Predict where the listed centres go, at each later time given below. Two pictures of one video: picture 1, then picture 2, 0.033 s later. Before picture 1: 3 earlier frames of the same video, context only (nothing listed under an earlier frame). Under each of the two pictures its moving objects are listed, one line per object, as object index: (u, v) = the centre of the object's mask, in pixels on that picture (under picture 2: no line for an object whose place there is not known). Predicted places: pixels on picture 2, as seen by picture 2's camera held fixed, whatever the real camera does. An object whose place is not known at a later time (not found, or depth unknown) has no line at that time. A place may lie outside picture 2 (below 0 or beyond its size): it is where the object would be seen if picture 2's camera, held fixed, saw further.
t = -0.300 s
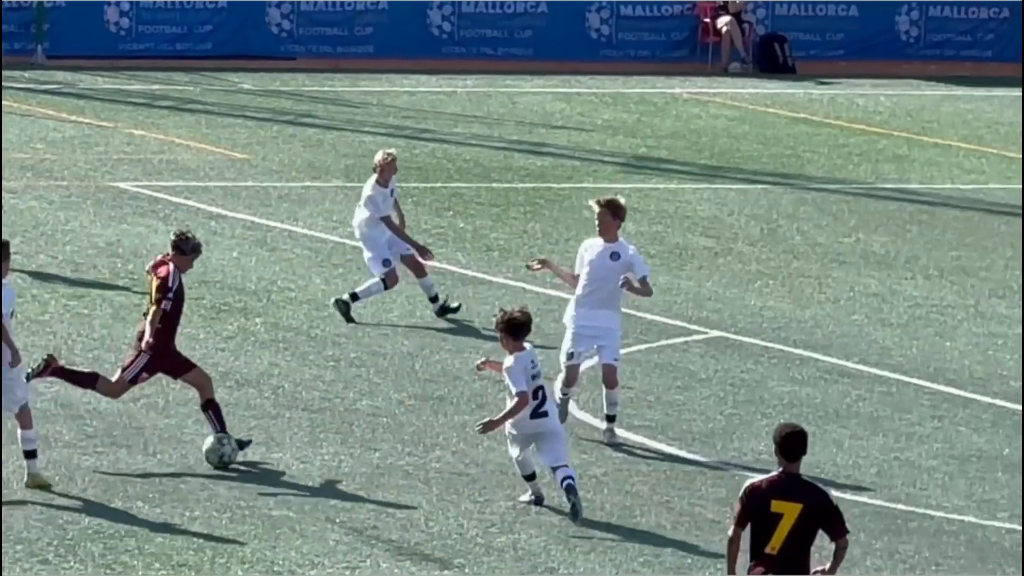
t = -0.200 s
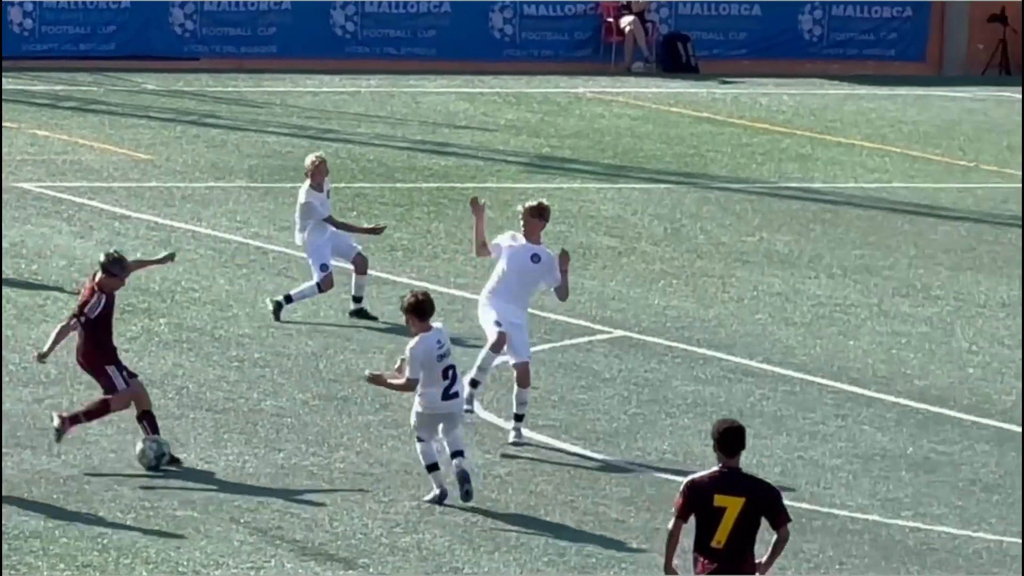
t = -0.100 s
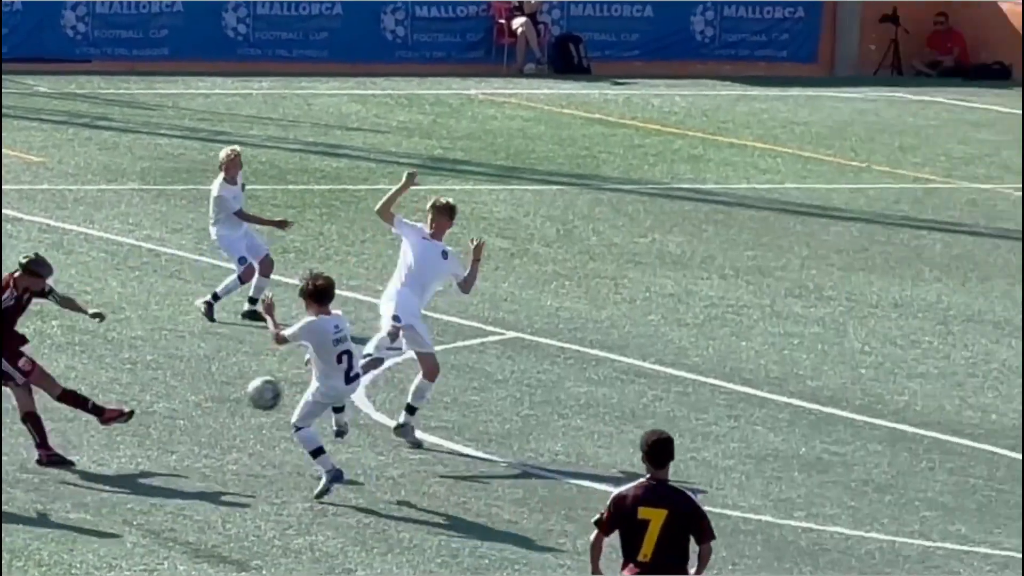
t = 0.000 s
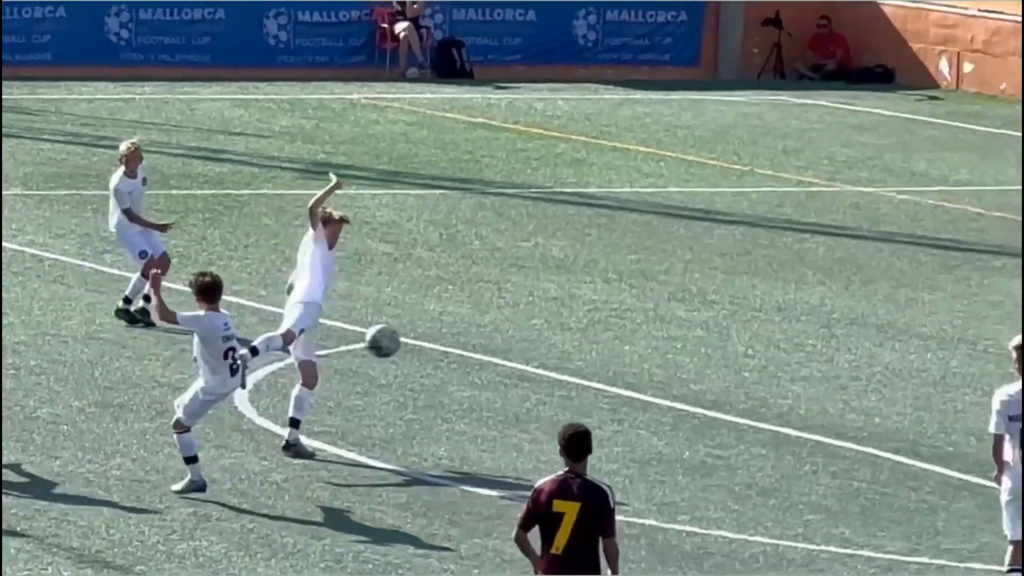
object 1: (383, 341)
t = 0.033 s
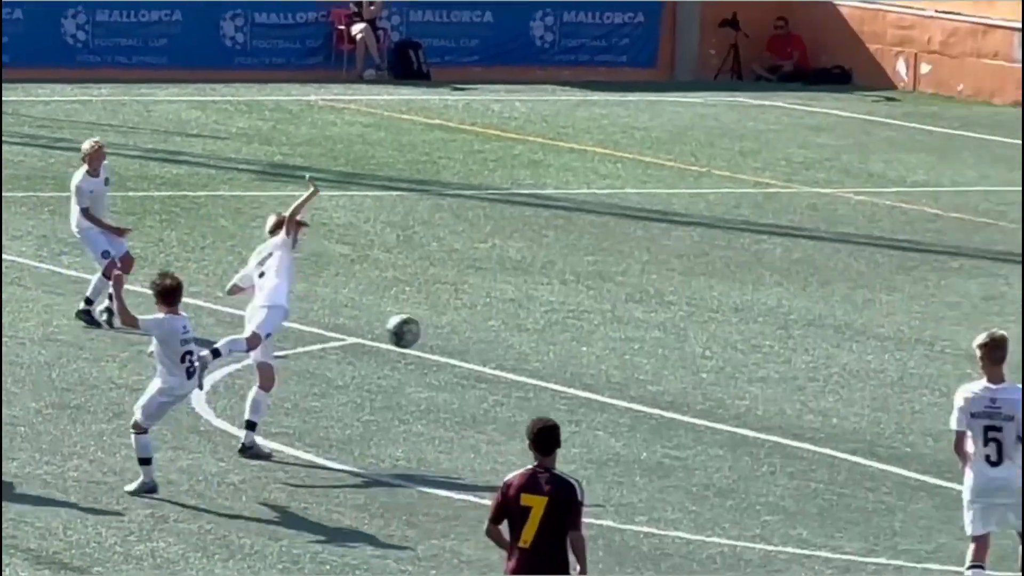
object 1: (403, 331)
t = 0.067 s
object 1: (466, 321)
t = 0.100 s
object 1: (527, 314)
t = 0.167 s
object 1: (644, 302)
